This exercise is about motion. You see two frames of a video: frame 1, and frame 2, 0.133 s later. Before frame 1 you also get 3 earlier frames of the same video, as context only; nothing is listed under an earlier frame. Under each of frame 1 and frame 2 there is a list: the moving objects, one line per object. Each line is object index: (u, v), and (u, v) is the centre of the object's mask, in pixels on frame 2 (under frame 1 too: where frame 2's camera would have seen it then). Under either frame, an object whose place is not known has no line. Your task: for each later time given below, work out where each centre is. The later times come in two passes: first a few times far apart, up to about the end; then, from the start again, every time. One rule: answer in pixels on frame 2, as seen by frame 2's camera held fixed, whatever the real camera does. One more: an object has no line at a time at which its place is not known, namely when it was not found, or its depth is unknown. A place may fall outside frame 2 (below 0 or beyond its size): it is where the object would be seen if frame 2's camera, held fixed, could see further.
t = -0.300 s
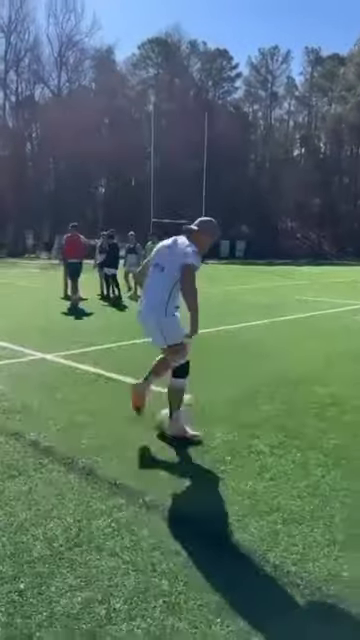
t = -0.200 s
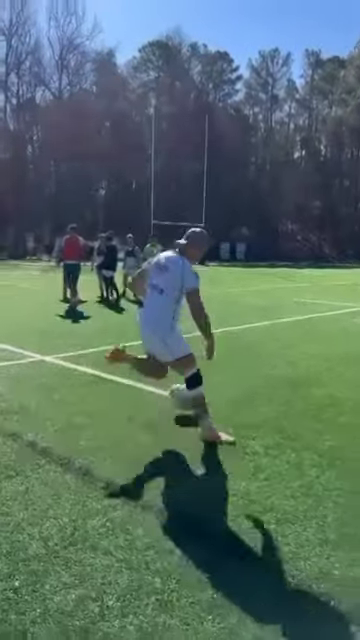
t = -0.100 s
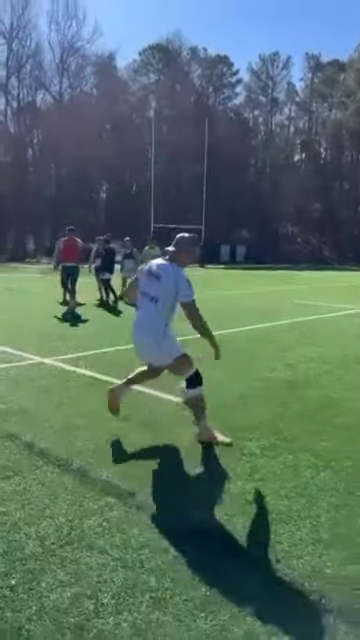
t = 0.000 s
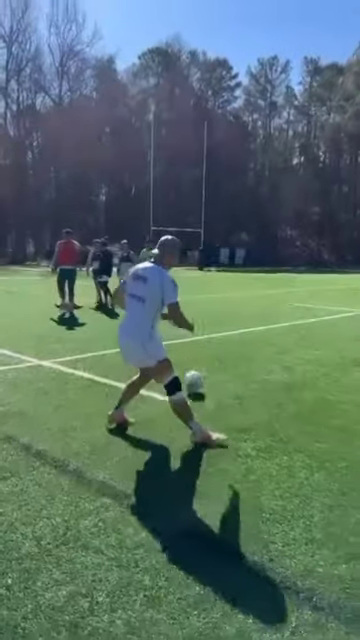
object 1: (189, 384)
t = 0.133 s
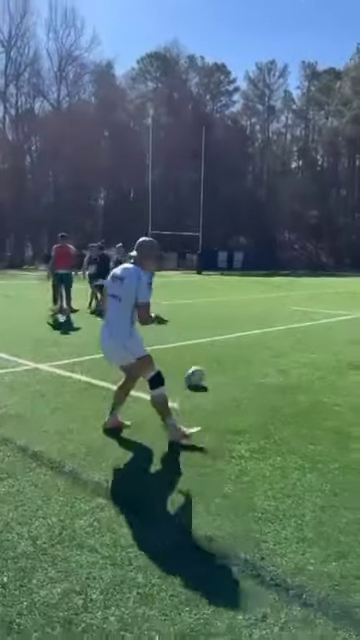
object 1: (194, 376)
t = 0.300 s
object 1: (206, 364)
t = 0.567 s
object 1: (225, 358)
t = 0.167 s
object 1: (195, 373)
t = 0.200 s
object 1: (198, 371)
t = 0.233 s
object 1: (201, 370)
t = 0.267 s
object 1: (204, 367)
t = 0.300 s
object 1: (206, 364)
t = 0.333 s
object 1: (210, 360)
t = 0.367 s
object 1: (213, 358)
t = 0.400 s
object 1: (217, 356)
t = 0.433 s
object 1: (219, 356)
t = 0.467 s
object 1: (220, 356)
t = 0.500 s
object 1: (222, 356)
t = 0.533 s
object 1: (224, 358)
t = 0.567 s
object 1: (225, 358)
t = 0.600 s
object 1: (228, 357)
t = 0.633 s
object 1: (231, 353)
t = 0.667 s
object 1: (231, 351)
